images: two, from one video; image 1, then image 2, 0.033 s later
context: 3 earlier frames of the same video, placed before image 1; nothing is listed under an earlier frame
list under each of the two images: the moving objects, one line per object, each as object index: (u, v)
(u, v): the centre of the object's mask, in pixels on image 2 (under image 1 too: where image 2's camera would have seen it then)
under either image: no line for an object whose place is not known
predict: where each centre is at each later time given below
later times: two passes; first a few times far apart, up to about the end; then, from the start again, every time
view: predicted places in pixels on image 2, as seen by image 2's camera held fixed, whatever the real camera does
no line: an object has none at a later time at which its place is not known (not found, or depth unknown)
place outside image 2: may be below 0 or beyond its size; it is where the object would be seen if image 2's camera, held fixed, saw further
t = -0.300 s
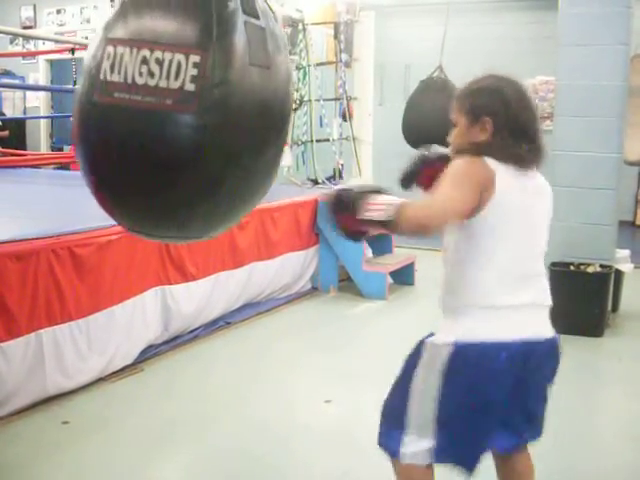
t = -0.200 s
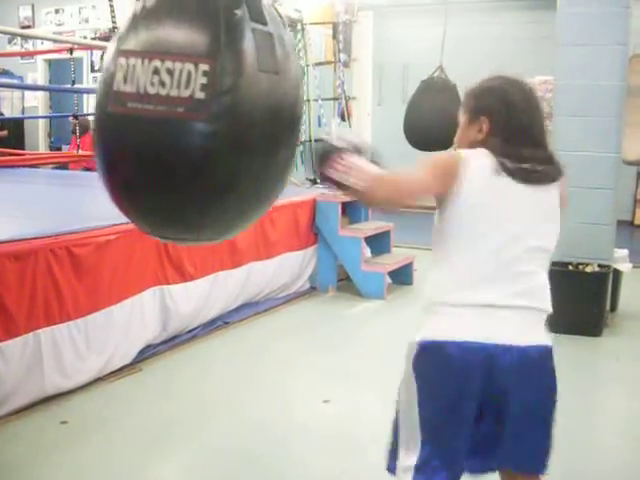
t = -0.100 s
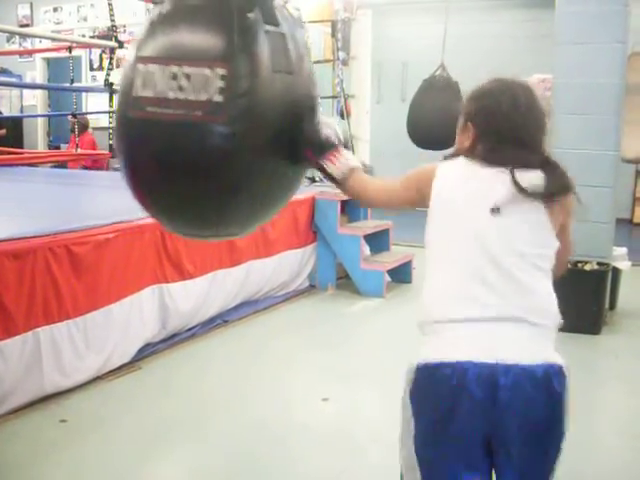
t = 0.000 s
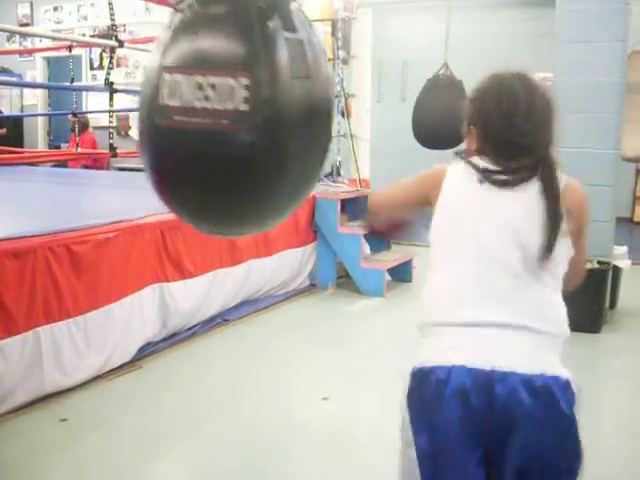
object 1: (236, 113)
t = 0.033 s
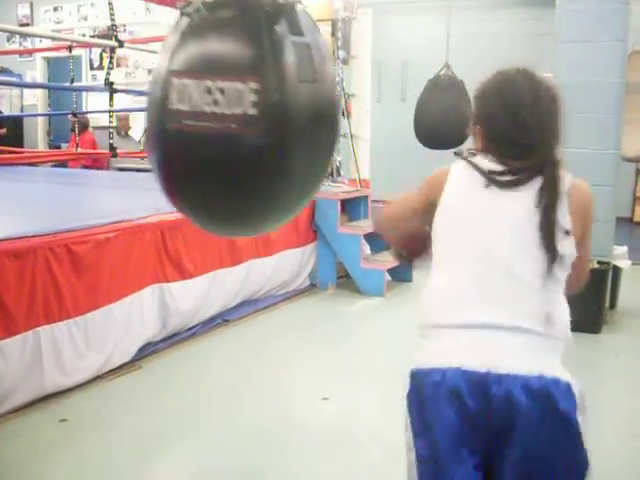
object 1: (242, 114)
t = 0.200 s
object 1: (276, 114)
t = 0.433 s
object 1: (318, 110)
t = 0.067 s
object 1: (249, 115)
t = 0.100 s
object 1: (256, 115)
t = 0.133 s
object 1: (263, 116)
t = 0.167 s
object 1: (270, 115)
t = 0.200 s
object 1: (276, 114)
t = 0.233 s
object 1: (282, 113)
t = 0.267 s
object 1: (287, 113)
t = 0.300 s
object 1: (294, 112)
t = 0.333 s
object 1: (299, 111)
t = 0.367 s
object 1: (306, 111)
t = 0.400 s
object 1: (311, 111)
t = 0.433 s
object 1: (318, 110)
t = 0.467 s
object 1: (323, 110)
